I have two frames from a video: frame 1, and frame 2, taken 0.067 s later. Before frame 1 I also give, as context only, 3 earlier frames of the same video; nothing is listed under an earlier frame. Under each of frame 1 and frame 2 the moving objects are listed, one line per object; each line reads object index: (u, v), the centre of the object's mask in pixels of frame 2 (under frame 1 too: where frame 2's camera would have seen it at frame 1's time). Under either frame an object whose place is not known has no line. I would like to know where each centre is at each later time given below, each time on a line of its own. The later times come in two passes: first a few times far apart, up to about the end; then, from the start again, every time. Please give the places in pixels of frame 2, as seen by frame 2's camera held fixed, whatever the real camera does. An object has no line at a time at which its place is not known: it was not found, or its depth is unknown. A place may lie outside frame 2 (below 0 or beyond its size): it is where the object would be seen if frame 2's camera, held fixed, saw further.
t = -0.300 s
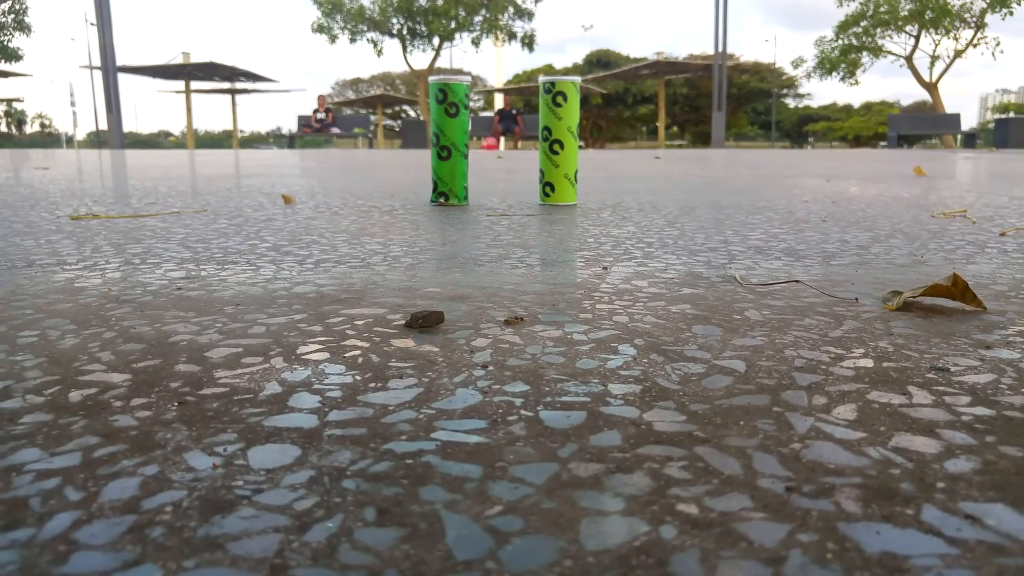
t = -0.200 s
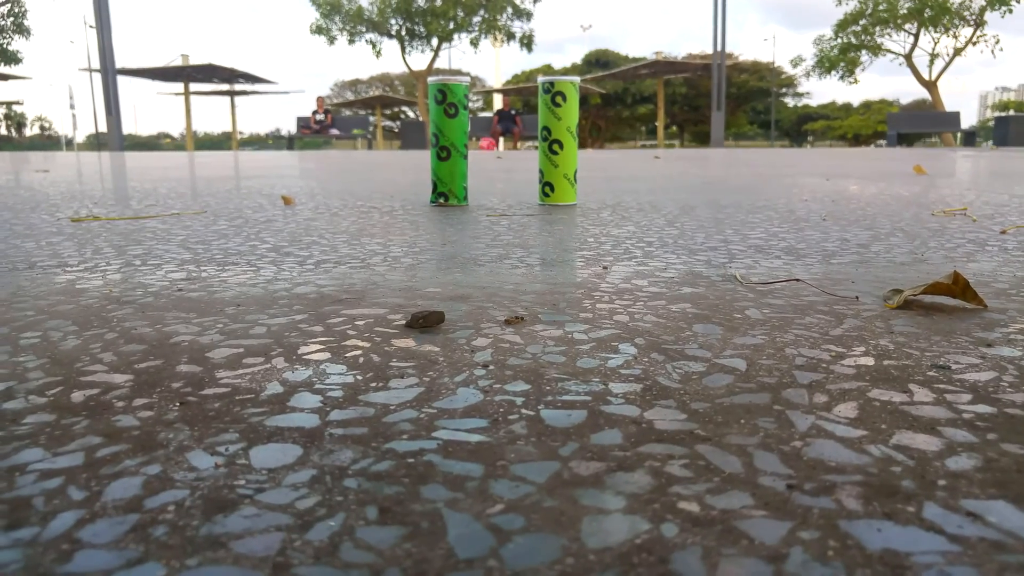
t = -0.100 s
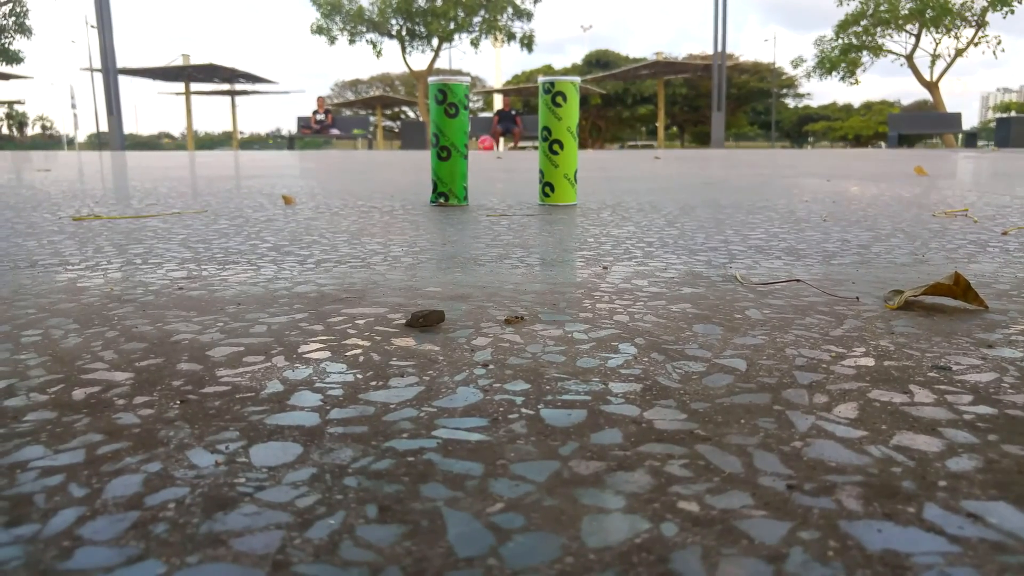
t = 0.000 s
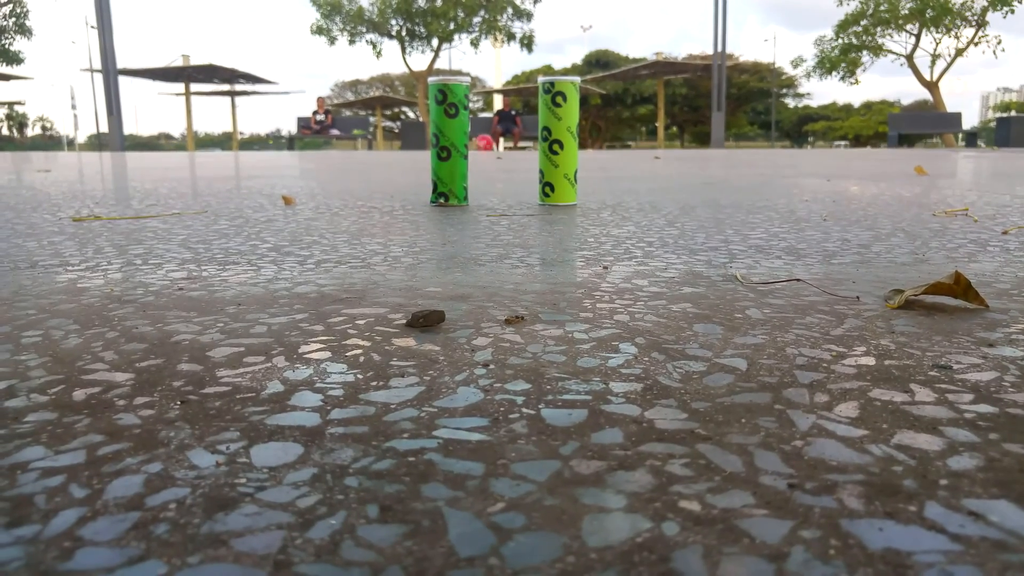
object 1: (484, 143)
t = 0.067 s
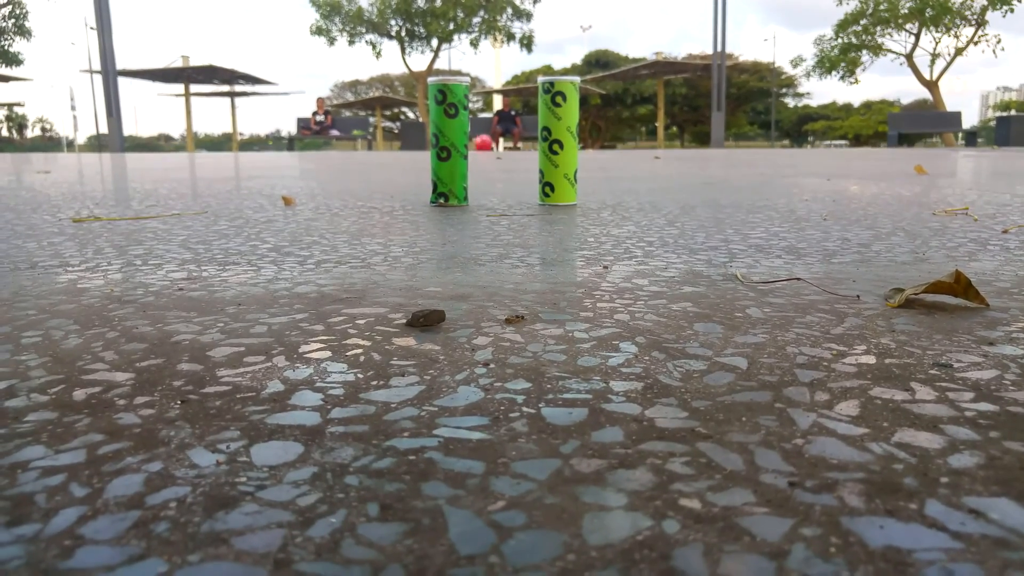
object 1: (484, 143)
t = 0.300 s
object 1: (480, 140)
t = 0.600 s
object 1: (477, 139)
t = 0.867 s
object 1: (475, 141)
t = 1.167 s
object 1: (474, 141)
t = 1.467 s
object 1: (475, 139)
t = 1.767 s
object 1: (478, 138)
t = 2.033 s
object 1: (482, 142)
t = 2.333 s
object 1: (492, 139)
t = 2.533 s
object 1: (502, 141)
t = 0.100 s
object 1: (483, 142)
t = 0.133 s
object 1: (483, 142)
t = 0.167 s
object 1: (482, 142)
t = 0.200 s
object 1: (482, 141)
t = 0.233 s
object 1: (482, 141)
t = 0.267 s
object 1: (481, 141)
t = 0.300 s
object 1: (480, 140)
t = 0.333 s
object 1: (480, 140)
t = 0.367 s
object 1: (480, 140)
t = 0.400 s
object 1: (479, 139)
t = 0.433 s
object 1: (479, 139)
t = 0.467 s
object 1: (479, 139)
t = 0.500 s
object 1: (478, 139)
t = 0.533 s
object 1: (478, 139)
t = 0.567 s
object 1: (478, 140)
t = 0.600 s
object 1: (477, 139)
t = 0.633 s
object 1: (477, 139)
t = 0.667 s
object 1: (477, 140)
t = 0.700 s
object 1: (476, 139)
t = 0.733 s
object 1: (476, 139)
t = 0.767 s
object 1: (476, 140)
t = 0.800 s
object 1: (476, 140)
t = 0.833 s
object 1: (476, 139)
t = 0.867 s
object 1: (475, 141)
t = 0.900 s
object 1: (475, 140)
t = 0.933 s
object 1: (475, 141)
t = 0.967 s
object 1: (474, 142)
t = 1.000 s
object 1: (474, 140)
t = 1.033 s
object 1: (474, 140)
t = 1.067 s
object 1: (474, 142)
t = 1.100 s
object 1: (474, 141)
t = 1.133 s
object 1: (474, 140)
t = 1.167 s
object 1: (474, 141)
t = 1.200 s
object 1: (474, 140)
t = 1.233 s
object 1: (474, 139)
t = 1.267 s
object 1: (475, 139)
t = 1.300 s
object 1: (474, 141)
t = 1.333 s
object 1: (475, 139)
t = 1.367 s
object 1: (475, 138)
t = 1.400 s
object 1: (475, 140)
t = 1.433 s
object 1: (475, 140)
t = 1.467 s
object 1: (475, 139)
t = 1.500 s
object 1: (475, 140)
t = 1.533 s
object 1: (476, 139)
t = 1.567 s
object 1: (476, 138)
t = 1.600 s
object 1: (476, 139)
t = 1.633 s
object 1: (476, 139)
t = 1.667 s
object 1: (476, 137)
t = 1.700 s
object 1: (477, 137)
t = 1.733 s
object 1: (477, 140)
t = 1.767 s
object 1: (478, 138)
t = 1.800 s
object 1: (478, 138)
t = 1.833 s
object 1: (478, 139)
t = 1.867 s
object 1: (479, 140)
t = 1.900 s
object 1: (479, 140)
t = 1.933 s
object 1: (479, 141)
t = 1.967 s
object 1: (480, 139)
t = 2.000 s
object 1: (481, 140)
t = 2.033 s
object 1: (482, 142)
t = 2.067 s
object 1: (483, 140)
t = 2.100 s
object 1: (484, 141)
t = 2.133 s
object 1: (484, 142)
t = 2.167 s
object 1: (486, 142)
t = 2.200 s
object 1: (487, 142)
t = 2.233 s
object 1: (487, 142)
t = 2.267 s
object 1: (489, 143)
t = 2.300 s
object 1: (490, 140)
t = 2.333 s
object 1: (492, 139)
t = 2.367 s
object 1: (493, 141)
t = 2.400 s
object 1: (496, 138)
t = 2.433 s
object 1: (498, 139)
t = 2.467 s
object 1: (500, 140)
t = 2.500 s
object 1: (501, 139)
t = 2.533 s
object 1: (502, 141)
